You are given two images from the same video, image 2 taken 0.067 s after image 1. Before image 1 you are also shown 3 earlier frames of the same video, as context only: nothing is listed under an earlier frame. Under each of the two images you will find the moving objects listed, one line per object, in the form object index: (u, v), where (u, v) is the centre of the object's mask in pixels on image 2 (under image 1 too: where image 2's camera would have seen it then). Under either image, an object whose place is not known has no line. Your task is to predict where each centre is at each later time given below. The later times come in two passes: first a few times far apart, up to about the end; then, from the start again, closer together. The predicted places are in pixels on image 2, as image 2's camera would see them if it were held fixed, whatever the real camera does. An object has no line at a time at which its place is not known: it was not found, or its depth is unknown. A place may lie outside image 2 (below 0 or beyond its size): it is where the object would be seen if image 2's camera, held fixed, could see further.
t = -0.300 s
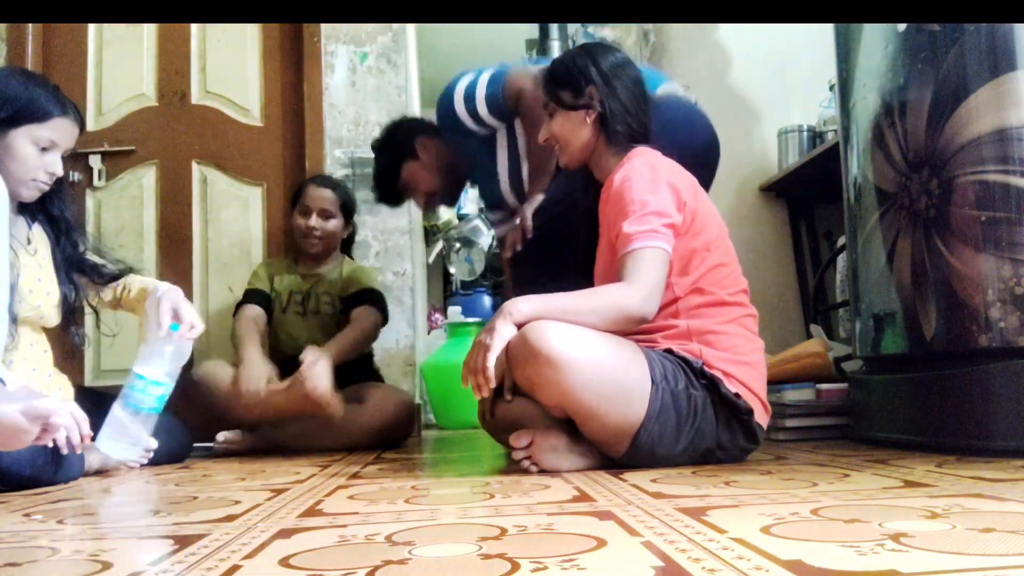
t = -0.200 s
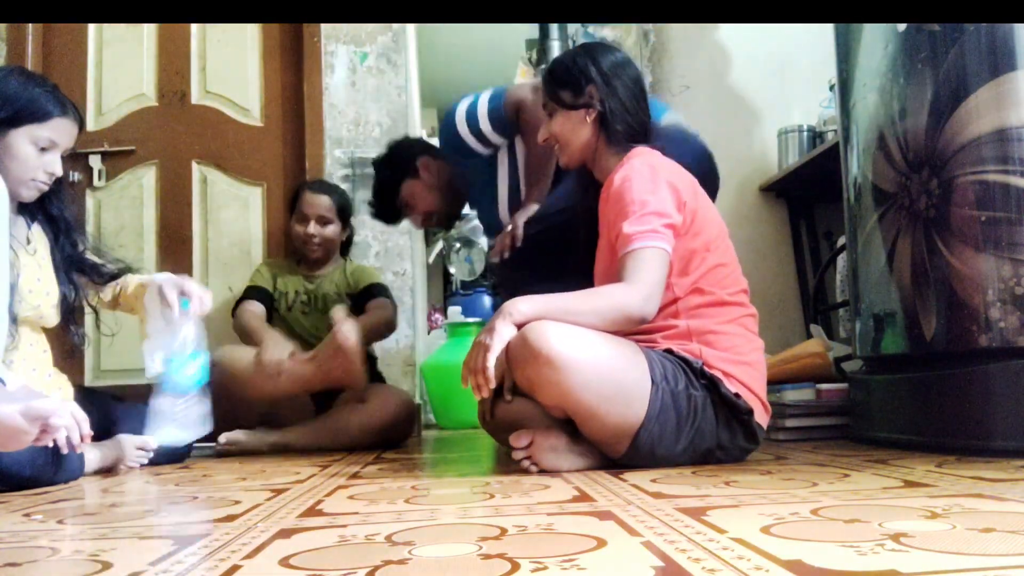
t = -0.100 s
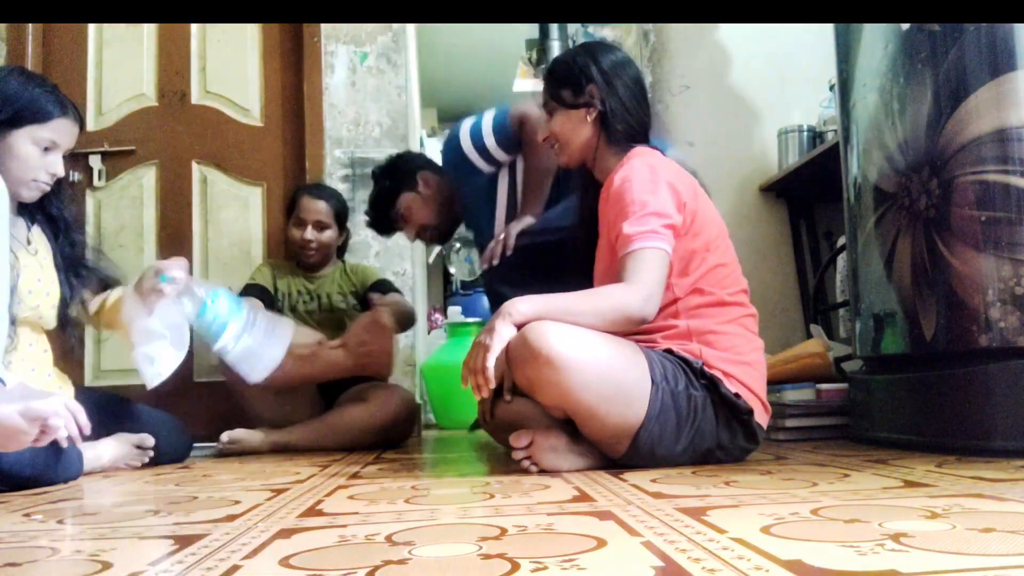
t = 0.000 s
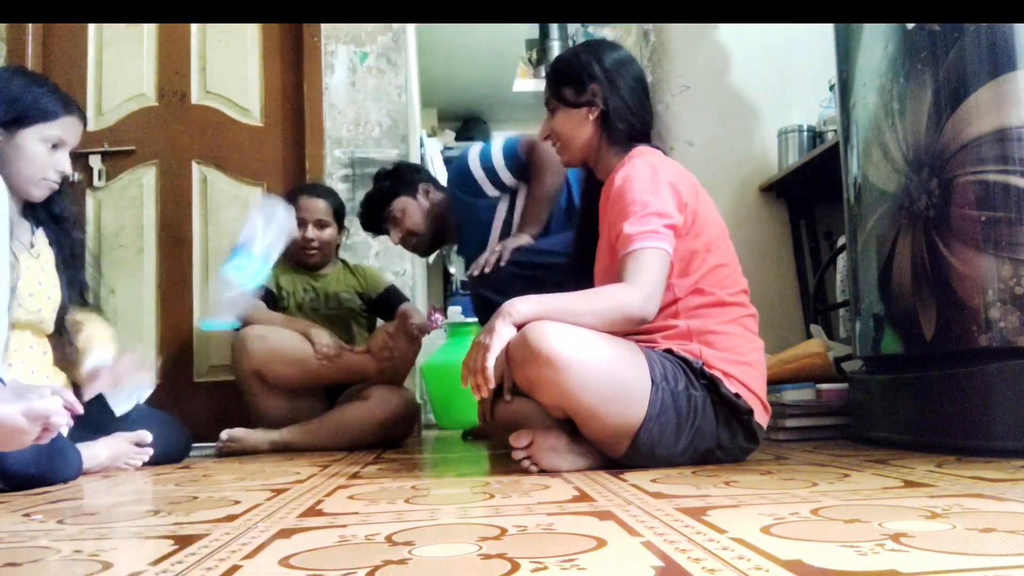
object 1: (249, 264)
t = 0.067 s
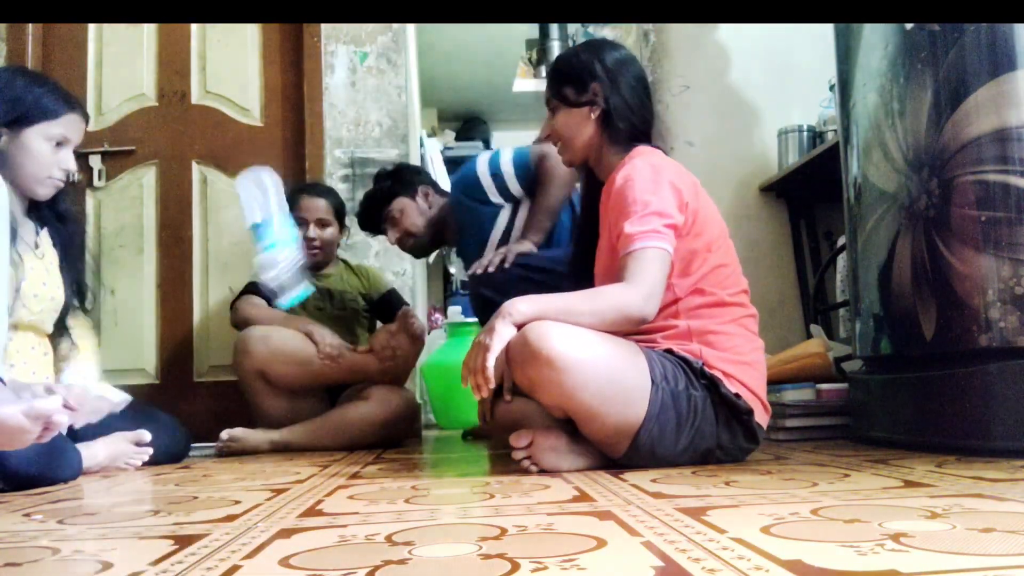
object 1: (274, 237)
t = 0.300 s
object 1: (268, 315)
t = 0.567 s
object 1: (264, 451)
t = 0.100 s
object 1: (282, 225)
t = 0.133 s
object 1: (285, 216)
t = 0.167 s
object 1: (281, 214)
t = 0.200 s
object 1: (278, 219)
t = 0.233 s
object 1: (276, 254)
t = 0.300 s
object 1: (268, 315)
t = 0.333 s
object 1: (264, 359)
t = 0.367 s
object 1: (263, 405)
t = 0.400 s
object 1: (279, 434)
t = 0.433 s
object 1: (266, 450)
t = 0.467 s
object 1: (265, 451)
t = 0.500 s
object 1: (263, 451)
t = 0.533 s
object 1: (264, 451)
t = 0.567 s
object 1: (264, 451)
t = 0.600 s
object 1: (264, 451)
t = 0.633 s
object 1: (264, 450)
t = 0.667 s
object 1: (264, 450)
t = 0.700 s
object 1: (264, 450)
